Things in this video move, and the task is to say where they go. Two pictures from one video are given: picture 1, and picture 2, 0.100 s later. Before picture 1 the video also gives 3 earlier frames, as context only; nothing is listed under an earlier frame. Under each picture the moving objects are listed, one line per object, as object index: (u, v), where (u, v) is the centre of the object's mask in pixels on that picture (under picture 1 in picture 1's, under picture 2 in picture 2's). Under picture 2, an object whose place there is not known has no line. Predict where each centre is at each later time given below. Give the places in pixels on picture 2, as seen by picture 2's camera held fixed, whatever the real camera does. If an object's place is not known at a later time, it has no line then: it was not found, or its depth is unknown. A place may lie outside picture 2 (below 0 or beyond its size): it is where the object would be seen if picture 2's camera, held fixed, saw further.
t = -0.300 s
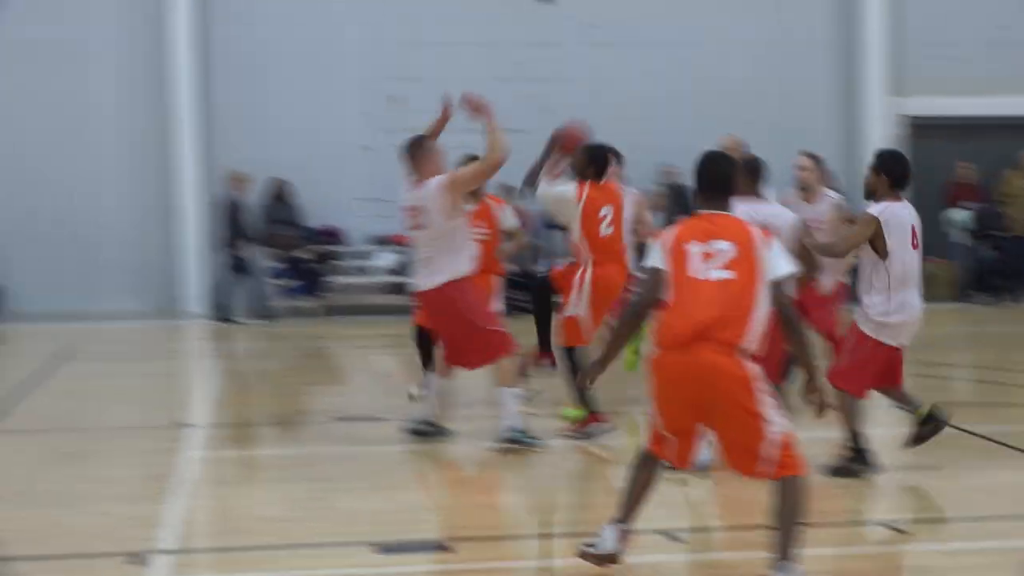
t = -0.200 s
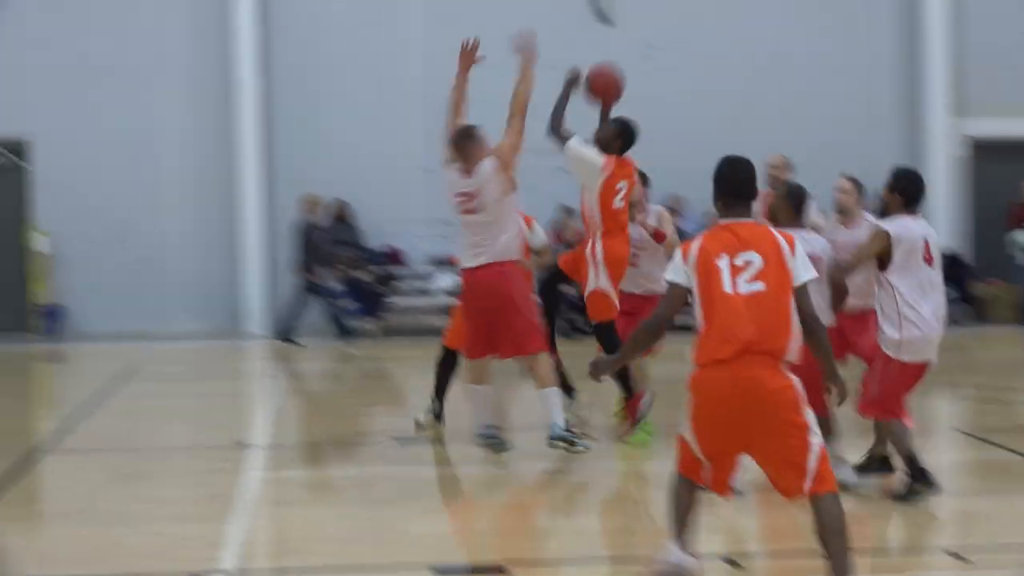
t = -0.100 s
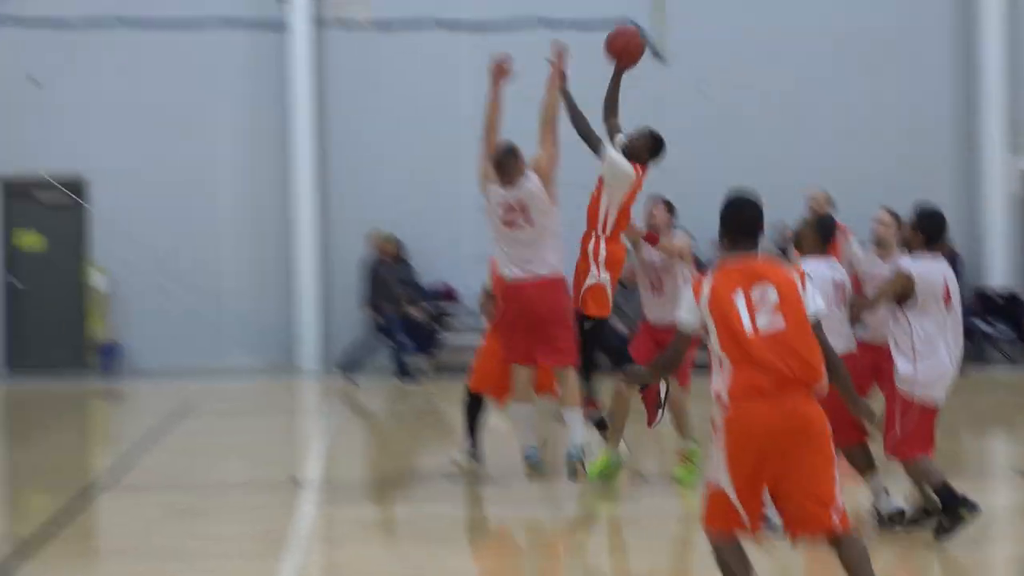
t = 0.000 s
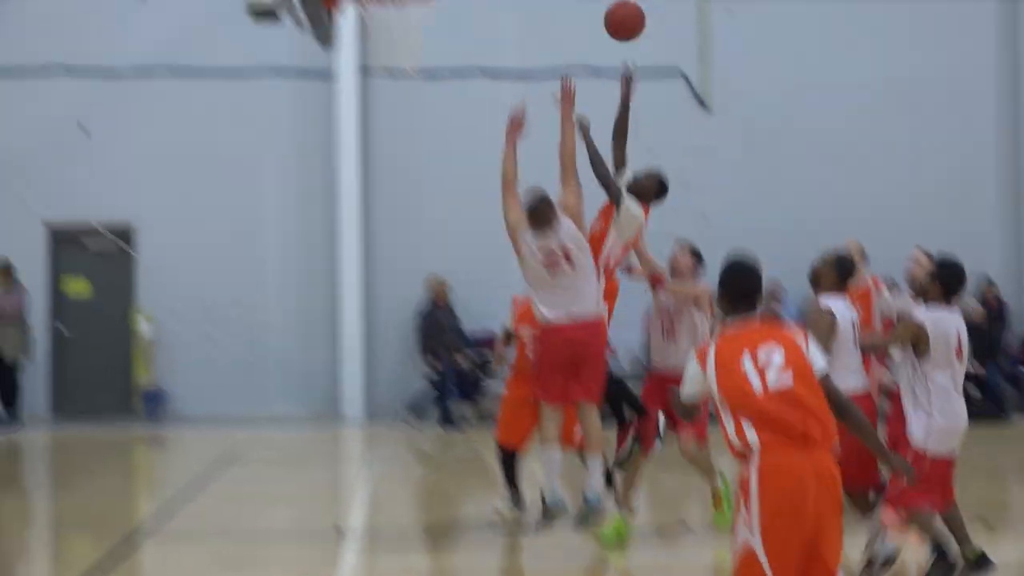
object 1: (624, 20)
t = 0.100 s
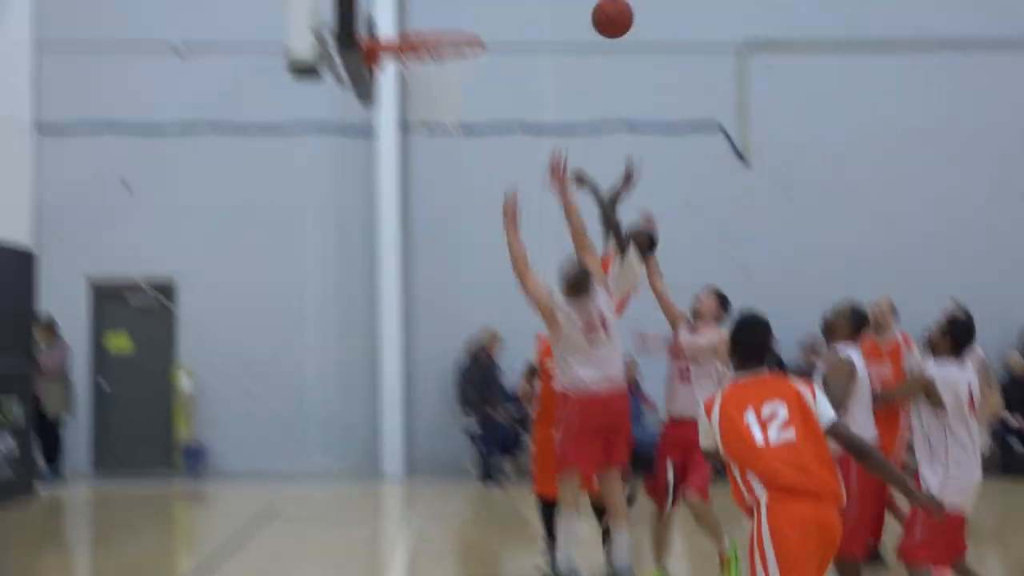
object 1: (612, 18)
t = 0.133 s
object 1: (594, 4)
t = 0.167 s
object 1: (576, -8)
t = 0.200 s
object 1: (559, -20)
